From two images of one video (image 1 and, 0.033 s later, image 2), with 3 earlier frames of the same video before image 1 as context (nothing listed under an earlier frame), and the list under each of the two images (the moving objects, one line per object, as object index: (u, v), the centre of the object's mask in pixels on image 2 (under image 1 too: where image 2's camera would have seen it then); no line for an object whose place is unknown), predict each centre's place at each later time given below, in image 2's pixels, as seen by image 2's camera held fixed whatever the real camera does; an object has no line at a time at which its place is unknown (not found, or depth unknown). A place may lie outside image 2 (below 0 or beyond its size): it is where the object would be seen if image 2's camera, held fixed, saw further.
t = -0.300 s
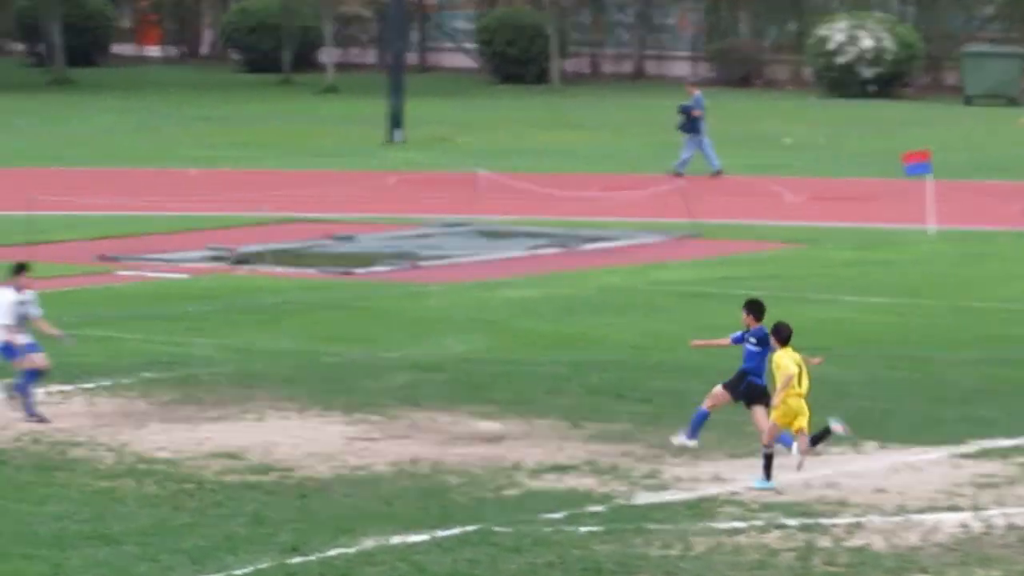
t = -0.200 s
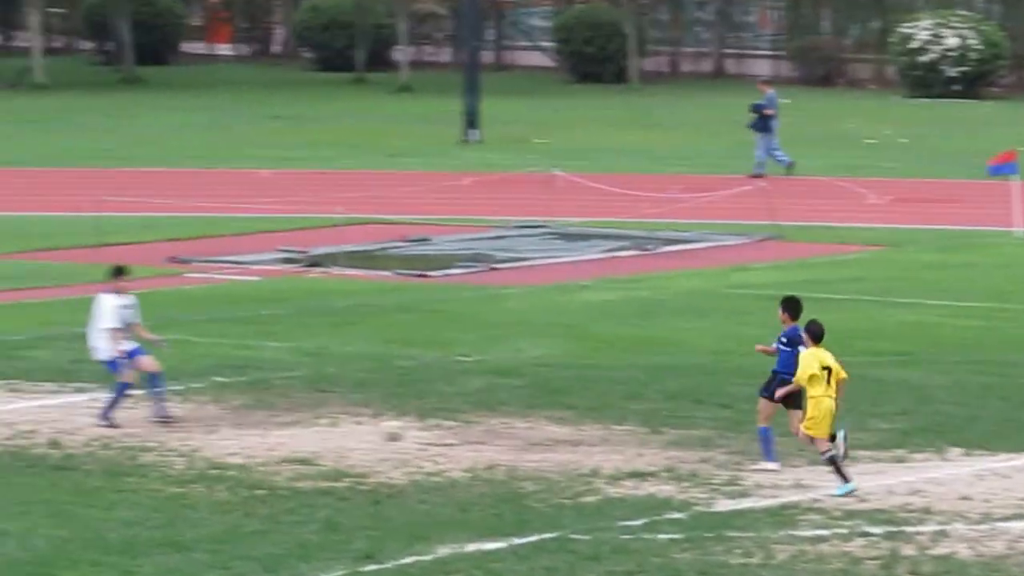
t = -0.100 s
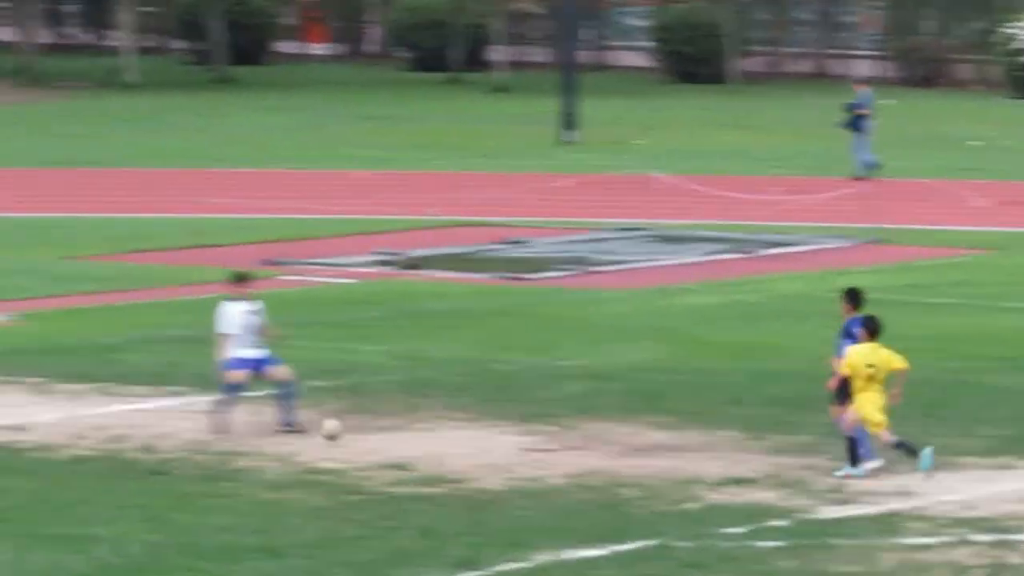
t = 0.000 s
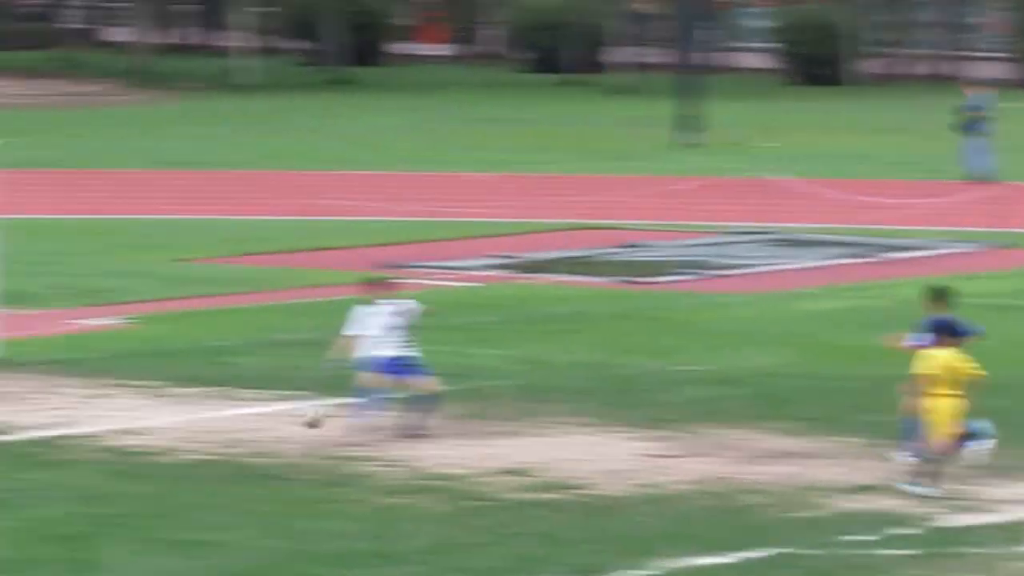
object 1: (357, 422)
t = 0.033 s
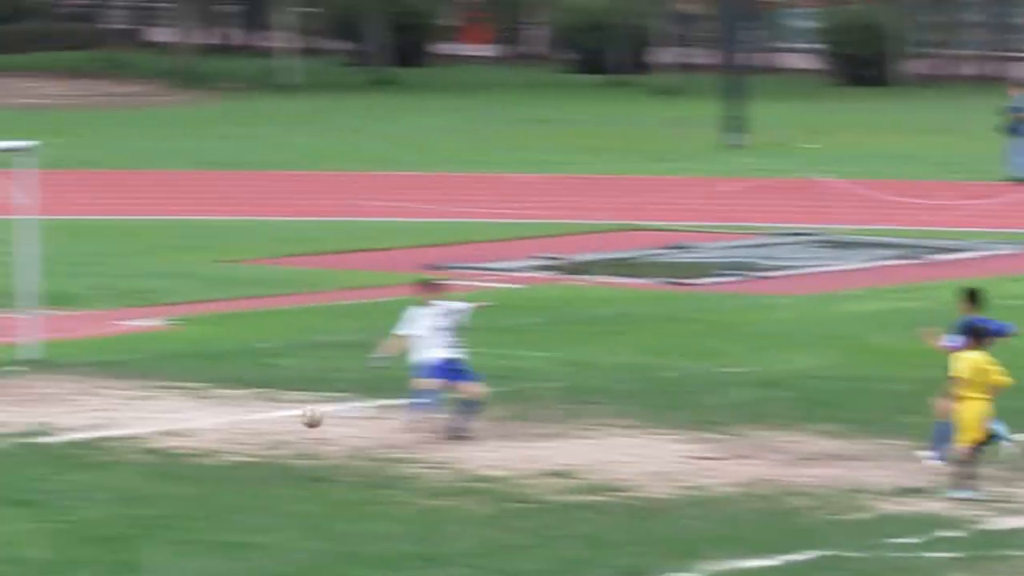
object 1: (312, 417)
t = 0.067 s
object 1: (269, 417)
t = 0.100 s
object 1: (227, 418)
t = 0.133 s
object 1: (188, 419)
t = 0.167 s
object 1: (151, 413)
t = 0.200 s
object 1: (114, 411)
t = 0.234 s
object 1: (78, 409)
